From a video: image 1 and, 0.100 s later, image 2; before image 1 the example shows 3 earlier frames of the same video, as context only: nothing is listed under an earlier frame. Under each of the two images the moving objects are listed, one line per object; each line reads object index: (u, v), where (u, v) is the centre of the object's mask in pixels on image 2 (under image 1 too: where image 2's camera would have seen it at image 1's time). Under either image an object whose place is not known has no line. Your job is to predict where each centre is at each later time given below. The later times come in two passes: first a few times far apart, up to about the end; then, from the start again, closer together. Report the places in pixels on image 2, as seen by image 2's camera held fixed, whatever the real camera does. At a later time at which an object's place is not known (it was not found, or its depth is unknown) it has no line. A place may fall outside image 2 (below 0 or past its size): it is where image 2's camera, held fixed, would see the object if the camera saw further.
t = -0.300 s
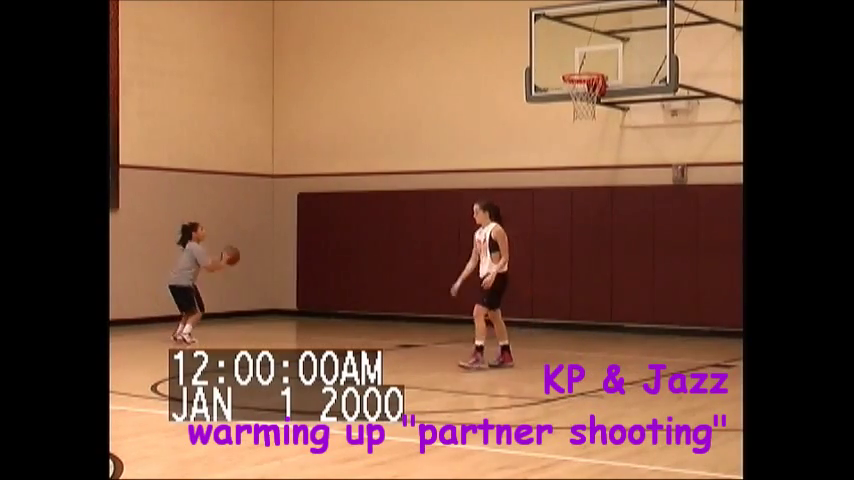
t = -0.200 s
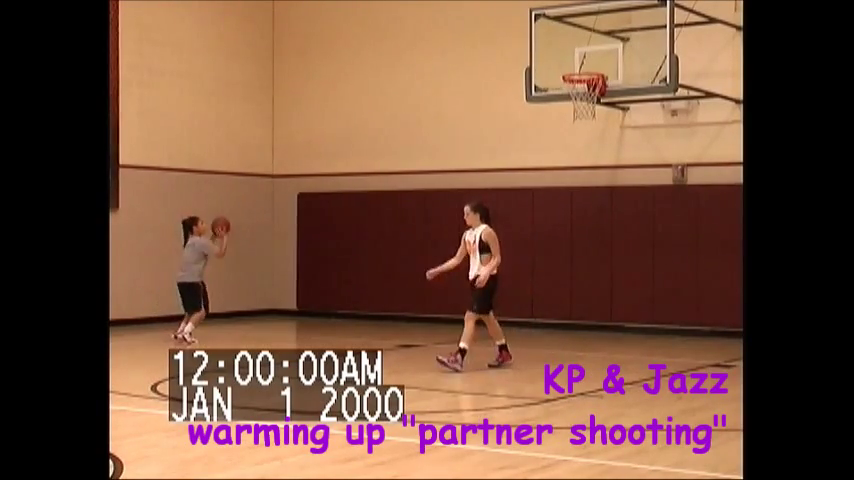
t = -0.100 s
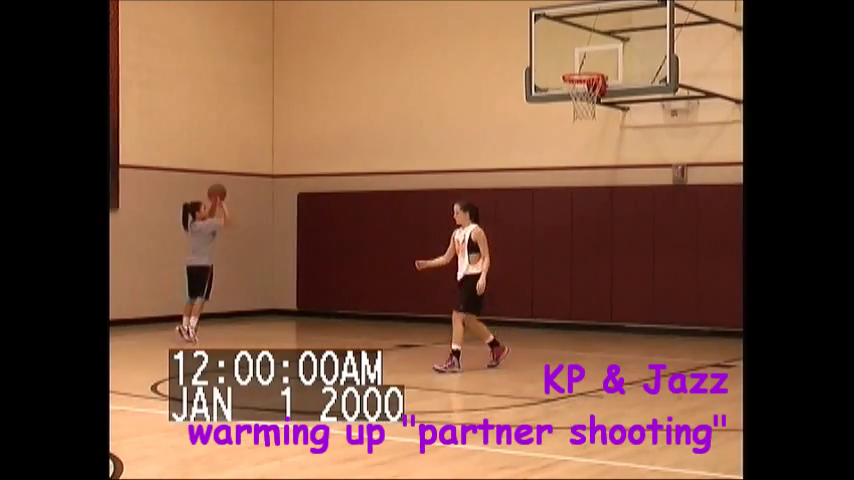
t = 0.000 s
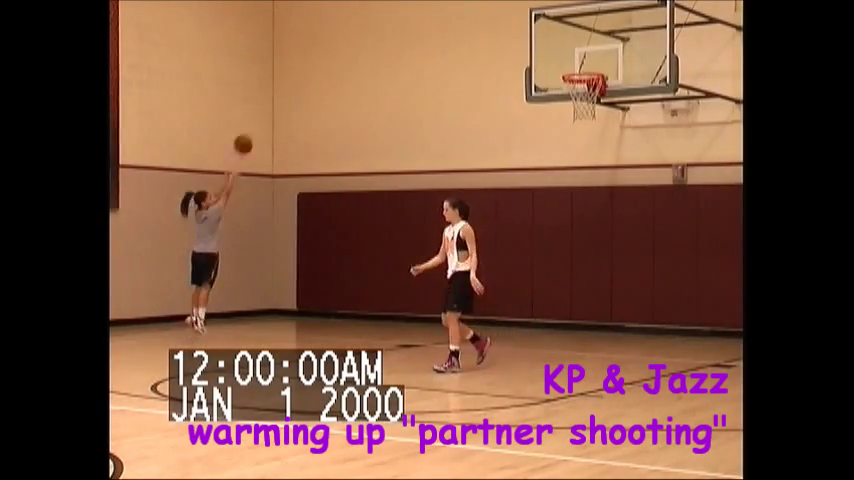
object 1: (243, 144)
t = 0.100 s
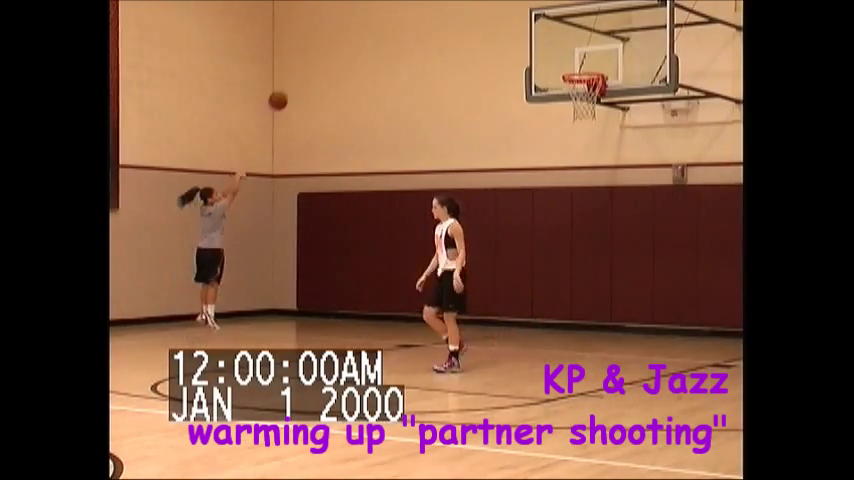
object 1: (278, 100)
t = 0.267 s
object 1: (336, 45)
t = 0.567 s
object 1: (441, 6)
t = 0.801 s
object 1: (522, 24)
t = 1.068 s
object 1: (594, 86)
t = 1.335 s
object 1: (566, 129)
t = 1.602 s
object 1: (536, 215)
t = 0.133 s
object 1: (289, 87)
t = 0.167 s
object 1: (301, 75)
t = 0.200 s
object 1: (312, 64)
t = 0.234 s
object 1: (324, 54)
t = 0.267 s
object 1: (336, 45)
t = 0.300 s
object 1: (347, 37)
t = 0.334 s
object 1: (359, 29)
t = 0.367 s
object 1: (371, 23)
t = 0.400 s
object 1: (383, 17)
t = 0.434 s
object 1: (395, 13)
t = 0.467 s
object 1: (406, 9)
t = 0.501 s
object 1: (418, 7)
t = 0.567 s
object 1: (441, 6)
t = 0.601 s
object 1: (453, 6)
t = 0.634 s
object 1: (465, 7)
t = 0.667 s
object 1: (477, 8)
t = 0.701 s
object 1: (488, 9)
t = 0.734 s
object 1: (500, 13)
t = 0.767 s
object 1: (511, 19)
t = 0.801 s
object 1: (522, 24)
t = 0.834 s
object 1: (534, 31)
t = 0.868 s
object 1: (546, 39)
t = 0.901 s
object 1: (558, 48)
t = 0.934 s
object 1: (569, 58)
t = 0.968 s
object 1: (580, 68)
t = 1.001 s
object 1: (587, 71)
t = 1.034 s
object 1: (593, 83)
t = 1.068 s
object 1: (594, 86)
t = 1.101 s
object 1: (589, 96)
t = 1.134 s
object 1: (588, 97)
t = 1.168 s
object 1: (583, 102)
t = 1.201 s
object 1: (579, 107)
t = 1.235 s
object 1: (576, 111)
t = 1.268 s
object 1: (572, 116)
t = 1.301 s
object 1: (569, 122)
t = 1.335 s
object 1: (566, 129)
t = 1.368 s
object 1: (562, 136)
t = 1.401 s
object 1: (559, 145)
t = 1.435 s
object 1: (555, 155)
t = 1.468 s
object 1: (552, 166)
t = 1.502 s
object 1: (549, 178)
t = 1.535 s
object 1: (545, 185)
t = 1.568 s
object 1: (541, 199)
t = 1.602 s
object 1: (536, 215)
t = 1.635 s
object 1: (534, 230)
